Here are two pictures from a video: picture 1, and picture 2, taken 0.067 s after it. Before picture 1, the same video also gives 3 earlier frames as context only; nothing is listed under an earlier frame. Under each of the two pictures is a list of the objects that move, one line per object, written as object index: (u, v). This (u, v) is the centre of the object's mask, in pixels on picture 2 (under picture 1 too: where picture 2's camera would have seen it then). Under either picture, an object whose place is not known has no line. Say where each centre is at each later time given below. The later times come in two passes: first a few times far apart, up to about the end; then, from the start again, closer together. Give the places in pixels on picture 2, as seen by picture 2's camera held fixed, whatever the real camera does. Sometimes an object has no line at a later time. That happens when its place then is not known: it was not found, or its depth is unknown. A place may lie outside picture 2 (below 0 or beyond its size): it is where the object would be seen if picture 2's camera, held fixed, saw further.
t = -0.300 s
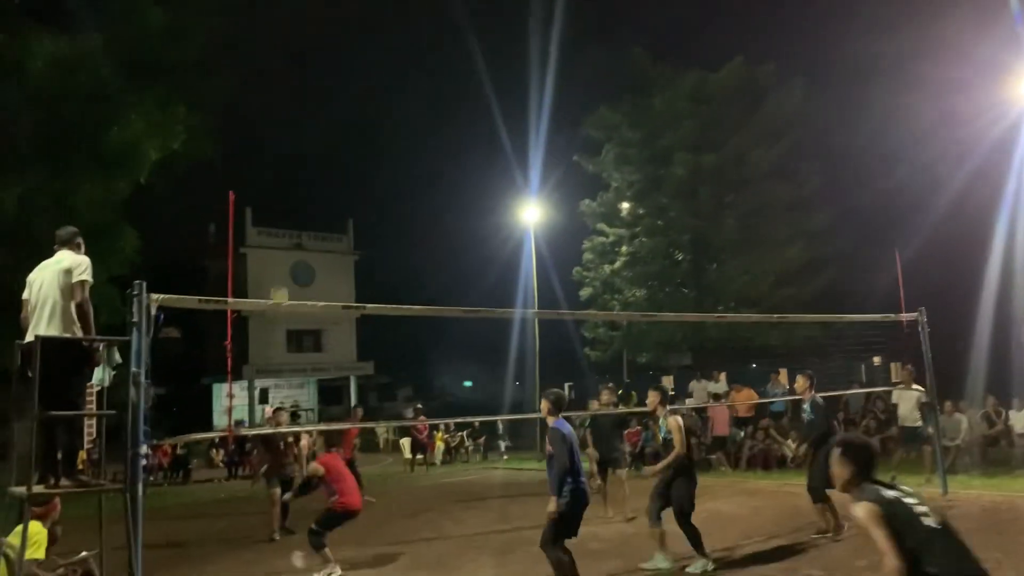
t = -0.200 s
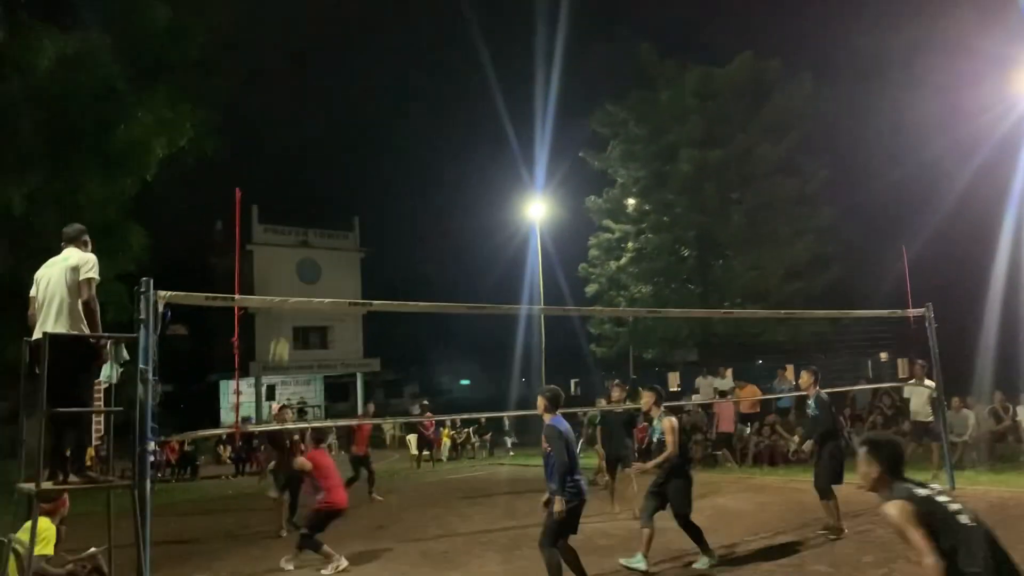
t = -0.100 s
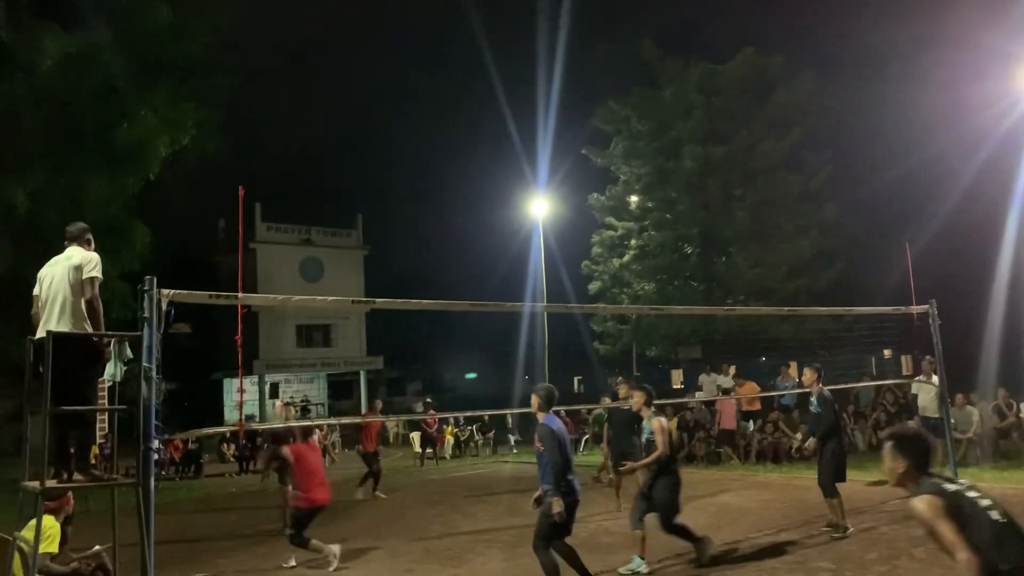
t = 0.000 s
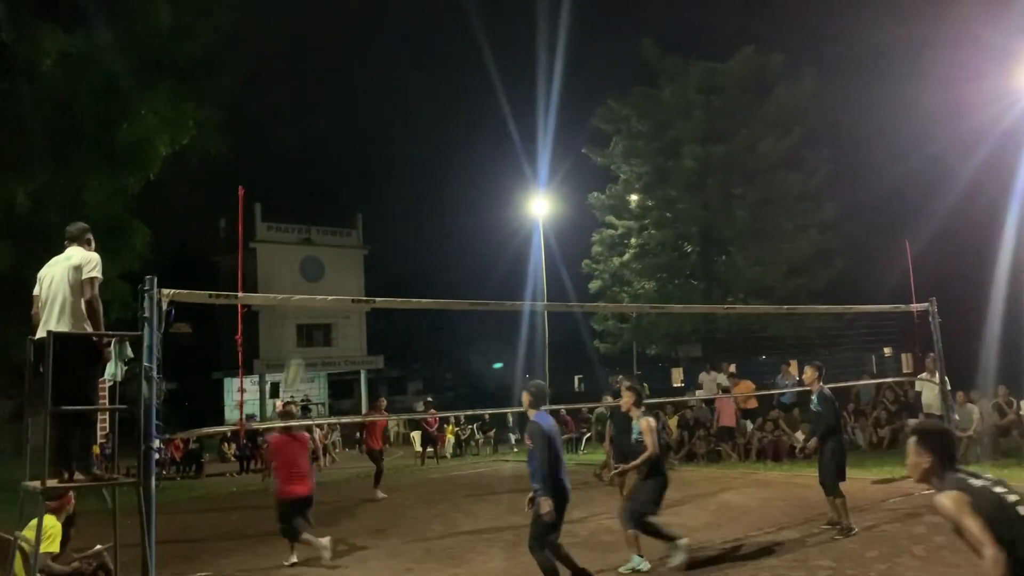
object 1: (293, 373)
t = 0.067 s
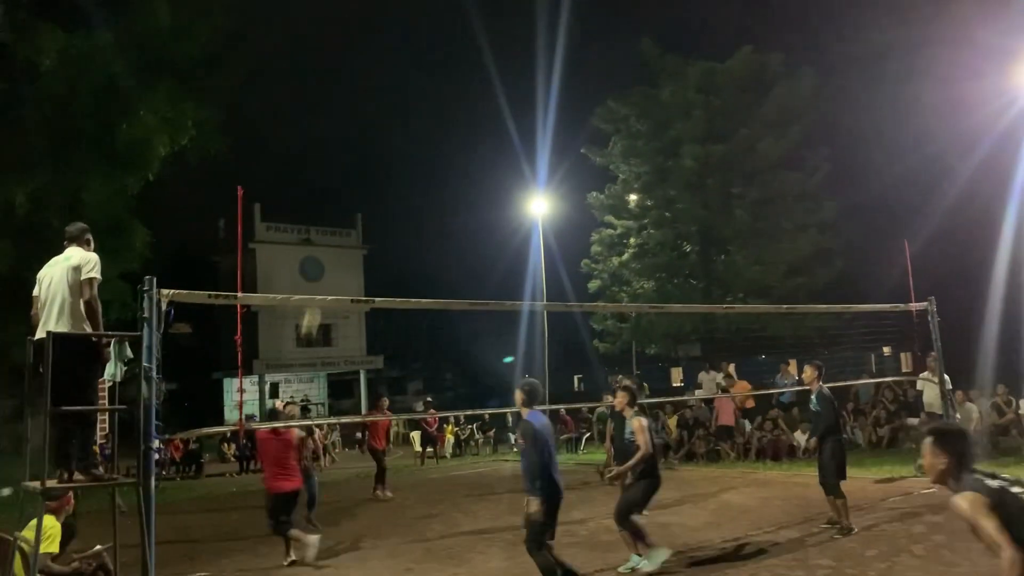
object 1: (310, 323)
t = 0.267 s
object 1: (354, 205)
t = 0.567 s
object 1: (413, 117)
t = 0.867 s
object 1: (464, 105)
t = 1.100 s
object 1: (501, 138)
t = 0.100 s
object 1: (320, 290)
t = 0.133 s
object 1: (326, 277)
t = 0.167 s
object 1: (332, 257)
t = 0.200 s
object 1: (340, 238)
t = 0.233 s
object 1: (348, 221)
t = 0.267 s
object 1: (354, 205)
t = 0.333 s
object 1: (368, 178)
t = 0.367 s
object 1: (375, 165)
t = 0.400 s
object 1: (382, 155)
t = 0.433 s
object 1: (388, 145)
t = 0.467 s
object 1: (395, 136)
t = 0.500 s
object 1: (401, 129)
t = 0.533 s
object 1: (407, 122)
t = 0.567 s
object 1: (413, 117)
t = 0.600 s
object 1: (419, 112)
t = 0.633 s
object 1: (425, 109)
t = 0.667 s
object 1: (430, 105)
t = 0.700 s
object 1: (436, 103)
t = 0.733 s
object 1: (442, 102)
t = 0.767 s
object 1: (448, 102)
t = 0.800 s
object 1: (453, 102)
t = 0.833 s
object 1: (459, 103)
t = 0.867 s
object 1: (464, 105)
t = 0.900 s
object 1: (470, 107)
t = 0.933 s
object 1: (475, 111)
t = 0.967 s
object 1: (480, 115)
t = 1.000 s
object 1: (485, 119)
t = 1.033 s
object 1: (491, 125)
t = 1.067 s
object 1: (496, 131)
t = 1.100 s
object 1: (501, 138)
